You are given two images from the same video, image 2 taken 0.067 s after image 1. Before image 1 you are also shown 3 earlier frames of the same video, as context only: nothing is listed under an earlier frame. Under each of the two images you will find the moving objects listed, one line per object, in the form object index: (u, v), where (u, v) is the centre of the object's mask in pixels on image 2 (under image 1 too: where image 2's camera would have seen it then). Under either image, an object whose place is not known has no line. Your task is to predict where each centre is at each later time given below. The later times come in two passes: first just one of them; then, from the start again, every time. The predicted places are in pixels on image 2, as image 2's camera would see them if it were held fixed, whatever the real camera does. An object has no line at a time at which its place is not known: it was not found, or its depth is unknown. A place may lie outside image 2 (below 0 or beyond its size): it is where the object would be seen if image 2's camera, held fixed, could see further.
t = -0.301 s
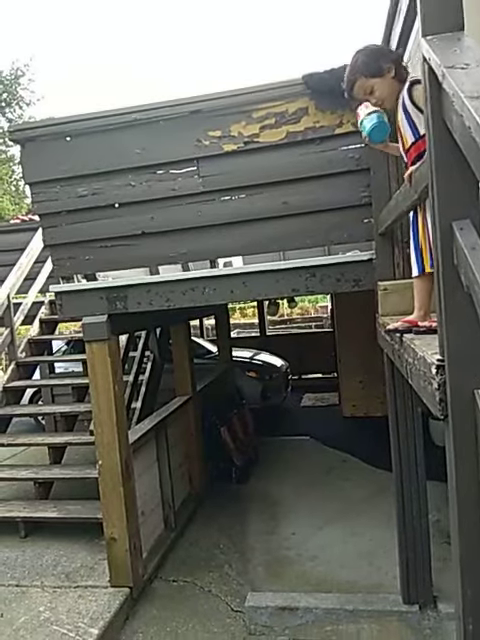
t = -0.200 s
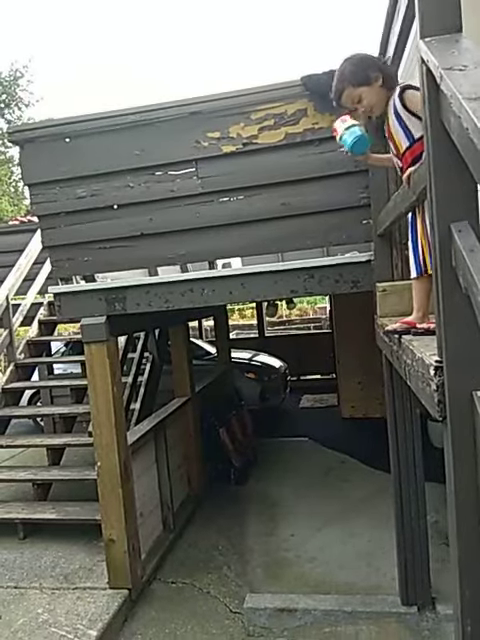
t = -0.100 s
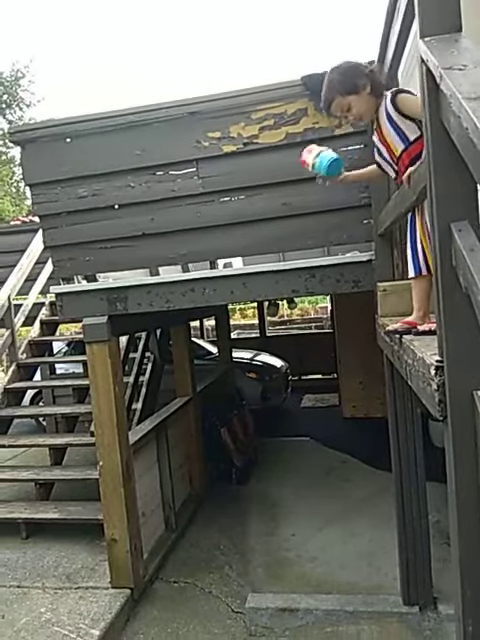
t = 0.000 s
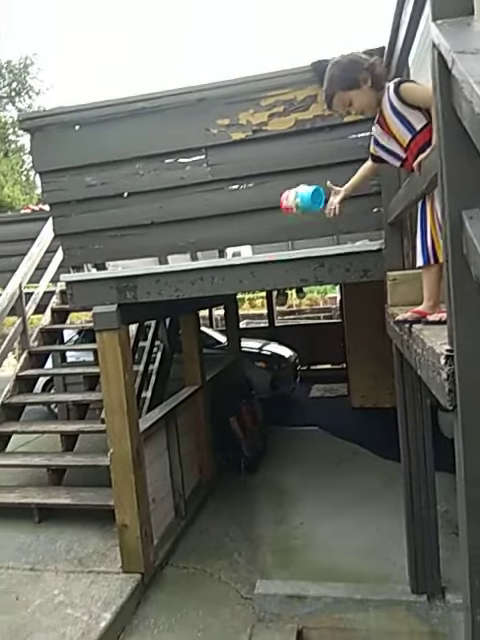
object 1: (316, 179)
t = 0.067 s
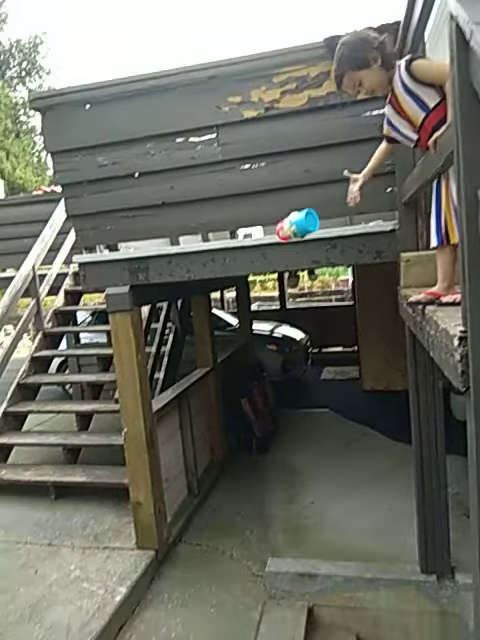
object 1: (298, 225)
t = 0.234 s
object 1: (261, 376)
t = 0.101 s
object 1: (288, 252)
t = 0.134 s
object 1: (281, 279)
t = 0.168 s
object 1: (273, 309)
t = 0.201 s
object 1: (267, 341)
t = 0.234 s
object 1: (261, 376)
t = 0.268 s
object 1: (255, 412)
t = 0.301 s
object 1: (251, 448)
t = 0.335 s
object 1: (246, 487)
